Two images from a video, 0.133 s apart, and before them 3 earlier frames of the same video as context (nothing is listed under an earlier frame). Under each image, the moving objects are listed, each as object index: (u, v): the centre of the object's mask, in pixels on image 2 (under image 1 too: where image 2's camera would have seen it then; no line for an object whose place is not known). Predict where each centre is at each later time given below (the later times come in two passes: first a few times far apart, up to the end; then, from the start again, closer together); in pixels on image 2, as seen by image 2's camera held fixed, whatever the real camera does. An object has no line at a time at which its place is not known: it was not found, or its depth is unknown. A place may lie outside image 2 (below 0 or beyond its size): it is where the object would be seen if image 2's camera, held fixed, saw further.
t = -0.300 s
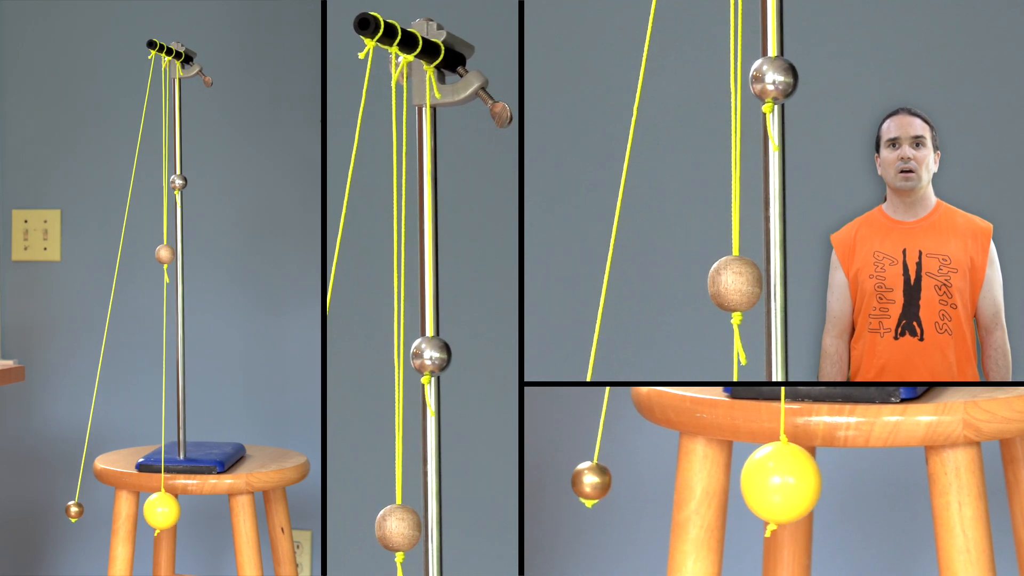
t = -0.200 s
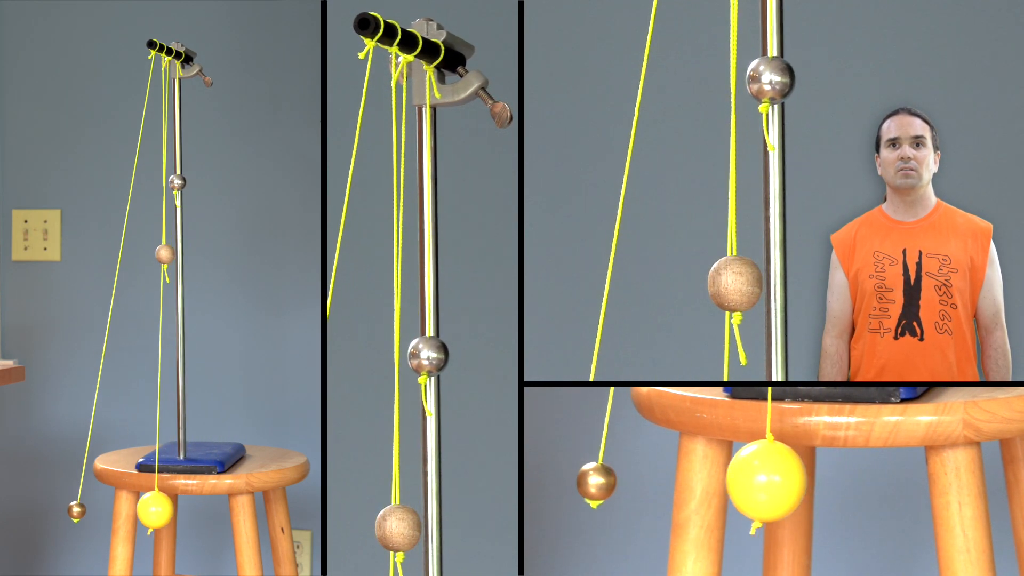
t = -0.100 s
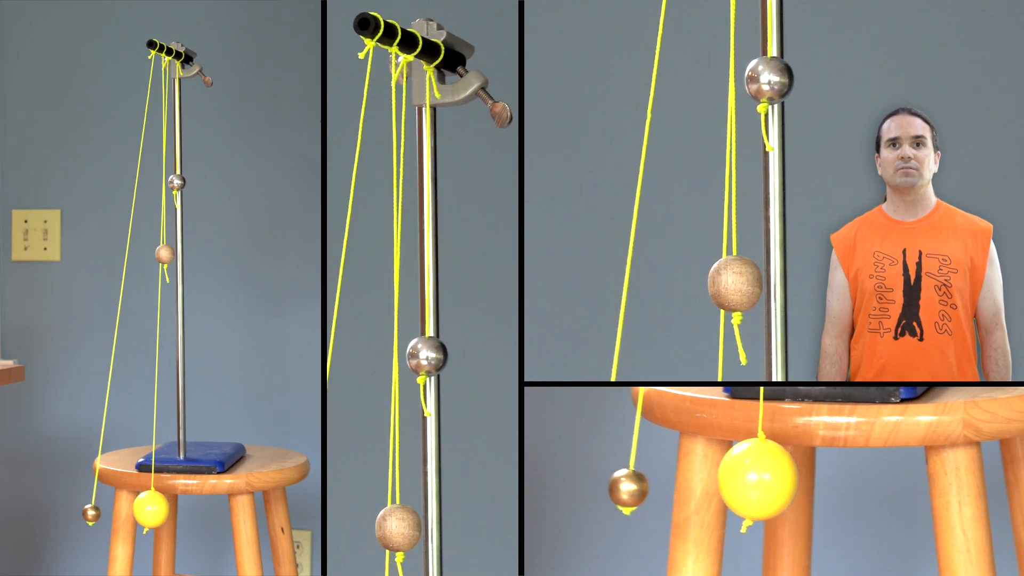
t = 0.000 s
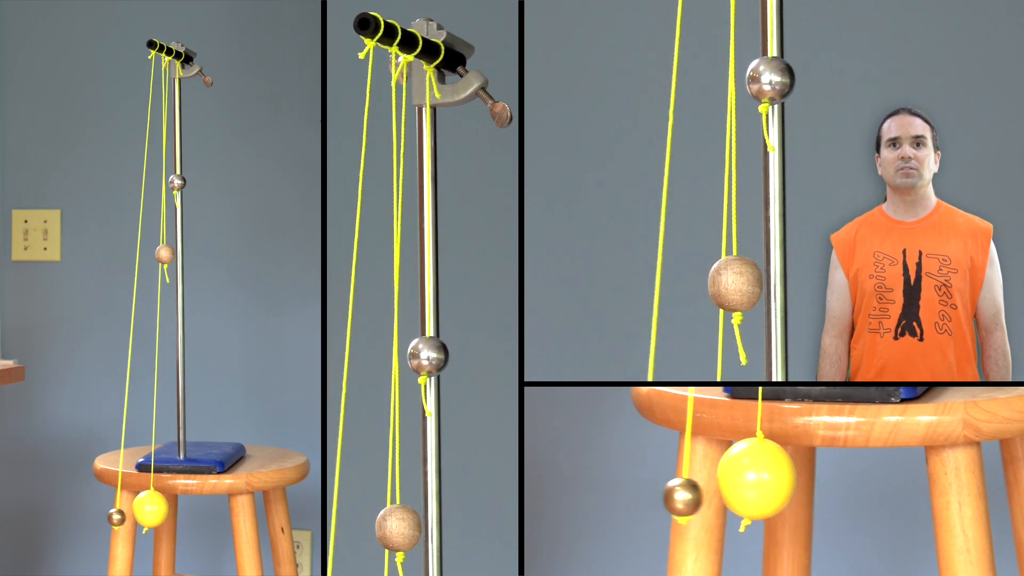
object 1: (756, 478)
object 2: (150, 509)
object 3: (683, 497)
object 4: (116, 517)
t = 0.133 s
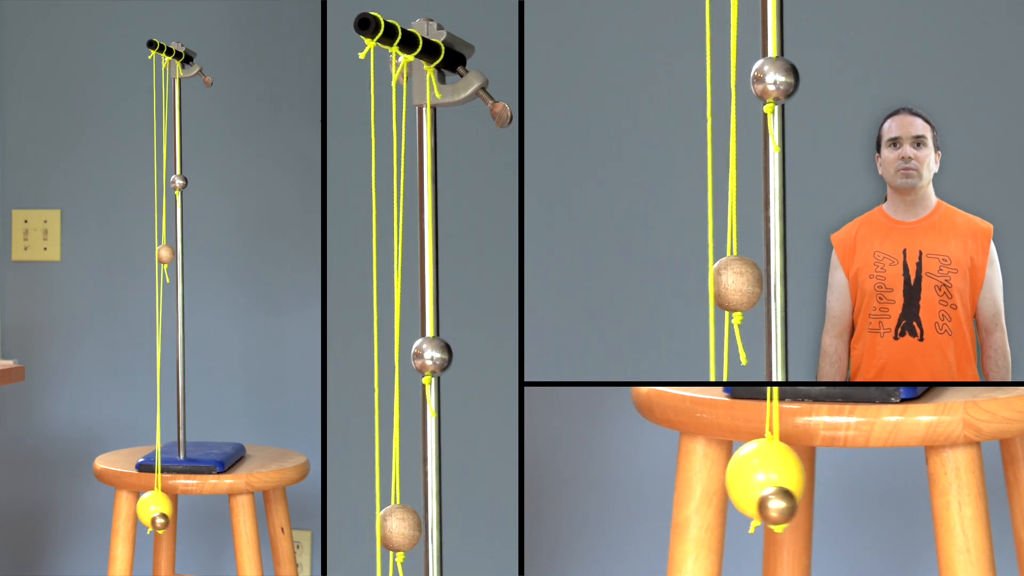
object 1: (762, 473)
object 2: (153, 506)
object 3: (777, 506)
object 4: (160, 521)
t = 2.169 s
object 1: (842, 487)
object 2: (190, 513)
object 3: (953, 498)
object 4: (241, 518)
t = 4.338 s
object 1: (792, 484)
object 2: (167, 511)
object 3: (611, 485)
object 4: (83, 512)
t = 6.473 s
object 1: (773, 480)
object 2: (158, 509)
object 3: (822, 506)
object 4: (180, 522)
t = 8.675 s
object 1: (854, 483)
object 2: (195, 511)
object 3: (831, 509)
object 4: (185, 523)
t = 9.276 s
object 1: (758, 479)
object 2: (151, 509)
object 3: (625, 487)
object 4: (90, 513)
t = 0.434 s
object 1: (816, 485)
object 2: (178, 512)
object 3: (951, 498)
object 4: (240, 518)
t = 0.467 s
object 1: (822, 485)
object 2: (181, 512)
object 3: (959, 497)
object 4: (244, 517)
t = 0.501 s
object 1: (827, 486)
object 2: (183, 512)
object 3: (963, 496)
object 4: (245, 517)
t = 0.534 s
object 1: (832, 486)
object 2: (185, 512)
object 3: (963, 497)
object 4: (246, 517)
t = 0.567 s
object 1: (837, 486)
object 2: (188, 513)
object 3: (961, 497)
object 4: (245, 517)
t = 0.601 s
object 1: (841, 487)
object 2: (189, 513)
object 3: (955, 498)
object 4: (242, 518)
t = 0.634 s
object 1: (845, 487)
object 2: (191, 513)
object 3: (946, 499)
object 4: (238, 518)
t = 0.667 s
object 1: (847, 487)
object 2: (192, 513)
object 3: (933, 501)
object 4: (232, 519)
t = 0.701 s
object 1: (849, 487)
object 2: (193, 513)
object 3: (917, 503)
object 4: (224, 520)
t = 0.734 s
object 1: (849, 487)
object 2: (193, 513)
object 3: (900, 505)
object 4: (217, 521)
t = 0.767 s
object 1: (845, 485)
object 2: (191, 512)
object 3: (880, 507)
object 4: (207, 522)
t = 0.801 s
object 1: (847, 481)
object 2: (192, 510)
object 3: (857, 508)
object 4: (197, 522)
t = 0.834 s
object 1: (852, 482)
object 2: (195, 510)
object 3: (833, 509)
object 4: (186, 523)
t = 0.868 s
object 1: (849, 486)
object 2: (193, 512)
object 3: (808, 509)
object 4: (174, 522)
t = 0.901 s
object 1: (843, 488)
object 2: (190, 513)
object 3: (782, 508)
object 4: (162, 522)
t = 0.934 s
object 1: (839, 488)
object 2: (188, 513)
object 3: (757, 507)
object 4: (151, 522)
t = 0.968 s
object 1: (834, 487)
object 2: (186, 513)
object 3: (733, 505)
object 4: (139, 521)
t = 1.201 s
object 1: (792, 484)
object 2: (167, 511)
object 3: (606, 484)
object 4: (81, 511)
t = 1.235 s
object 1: (786, 483)
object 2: (164, 511)
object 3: (598, 482)
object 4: (77, 511)
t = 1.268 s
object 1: (780, 482)
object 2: (161, 511)
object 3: (594, 481)
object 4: (75, 510)
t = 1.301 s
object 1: (775, 482)
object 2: (159, 510)
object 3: (592, 481)
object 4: (75, 510)
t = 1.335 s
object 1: (770, 481)
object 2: (157, 510)
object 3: (594, 481)
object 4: (75, 510)
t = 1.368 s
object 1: (766, 480)
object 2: (155, 510)
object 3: (598, 482)
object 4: (77, 510)
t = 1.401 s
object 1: (762, 480)
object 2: (153, 509)
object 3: (606, 483)
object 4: (81, 511)
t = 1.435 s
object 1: (759, 479)
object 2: (152, 509)
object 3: (616, 485)
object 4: (86, 512)
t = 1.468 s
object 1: (757, 479)
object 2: (151, 509)
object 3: (630, 488)
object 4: (92, 513)
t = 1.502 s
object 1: (756, 478)
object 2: (150, 509)
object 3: (646, 491)
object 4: (99, 514)
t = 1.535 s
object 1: (755, 478)
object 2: (150, 509)
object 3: (663, 494)
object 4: (107, 516)
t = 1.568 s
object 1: (756, 478)
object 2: (150, 509)
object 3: (683, 497)
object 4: (116, 517)
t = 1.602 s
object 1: (757, 478)
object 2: (151, 509)
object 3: (705, 500)
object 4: (126, 518)
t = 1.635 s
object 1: (762, 476)
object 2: (153, 507)
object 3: (728, 502)
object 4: (137, 520)
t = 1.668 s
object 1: (764, 472)
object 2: (154, 506)
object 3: (752, 504)
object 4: (148, 521)
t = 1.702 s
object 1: (762, 473)
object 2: (153, 506)
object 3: (776, 506)
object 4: (159, 522)
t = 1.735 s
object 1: (763, 478)
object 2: (153, 508)
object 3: (801, 506)
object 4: (171, 522)
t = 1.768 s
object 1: (773, 480)
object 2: (158, 510)
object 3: (825, 506)
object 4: (182, 522)
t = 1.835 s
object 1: (784, 482)
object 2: (163, 510)
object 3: (869, 505)
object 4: (202, 521)
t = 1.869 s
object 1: (790, 482)
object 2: (166, 511)
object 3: (890, 504)
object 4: (212, 520)
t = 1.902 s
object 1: (797, 483)
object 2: (169, 511)
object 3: (908, 503)
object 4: (220, 520)
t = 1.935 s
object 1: (803, 484)
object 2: (172, 511)
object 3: (924, 501)
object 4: (228, 519)
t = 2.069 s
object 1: (827, 486)
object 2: (183, 512)
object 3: (960, 497)
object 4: (244, 517)
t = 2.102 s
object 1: (833, 486)
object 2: (186, 512)
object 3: (961, 497)
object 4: (245, 517)
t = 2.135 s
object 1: (837, 486)
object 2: (188, 512)
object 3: (959, 497)
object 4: (244, 517)
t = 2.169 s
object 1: (842, 487)
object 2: (190, 513)
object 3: (953, 498)
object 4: (241, 518)
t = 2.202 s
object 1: (845, 487)
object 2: (191, 513)
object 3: (944, 500)
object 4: (237, 518)
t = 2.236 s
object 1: (848, 487)
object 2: (192, 513)
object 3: (931, 501)
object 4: (231, 519)
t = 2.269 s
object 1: (850, 487)
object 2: (193, 513)
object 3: (916, 503)
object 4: (224, 520)
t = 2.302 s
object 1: (849, 487)
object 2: (193, 513)
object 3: (899, 505)
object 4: (216, 521)
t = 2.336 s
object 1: (846, 484)
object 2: (192, 511)
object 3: (879, 507)
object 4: (207, 522)
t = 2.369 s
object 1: (848, 480)
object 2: (193, 510)
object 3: (856, 508)
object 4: (197, 523)
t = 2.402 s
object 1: (853, 482)
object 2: (195, 510)
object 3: (833, 509)
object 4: (186, 523)
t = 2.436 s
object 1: (850, 486)
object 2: (193, 512)
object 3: (808, 508)
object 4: (174, 523)
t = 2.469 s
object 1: (843, 488)
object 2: (190, 513)
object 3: (783, 508)
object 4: (163, 522)
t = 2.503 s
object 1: (839, 488)
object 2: (189, 513)
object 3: (757, 507)
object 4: (151, 522)
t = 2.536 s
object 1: (834, 487)
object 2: (186, 513)
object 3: (734, 505)
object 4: (140, 521)
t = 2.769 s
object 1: (792, 484)
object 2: (167, 511)
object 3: (608, 485)
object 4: (82, 512)
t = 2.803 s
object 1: (786, 483)
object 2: (164, 511)
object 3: (601, 483)
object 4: (78, 511)
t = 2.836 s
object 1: (780, 482)
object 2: (161, 511)
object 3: (596, 482)
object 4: (76, 510)
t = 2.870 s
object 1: (775, 482)
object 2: (159, 510)
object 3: (594, 481)
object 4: (76, 510)
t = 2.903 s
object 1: (770, 481)
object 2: (157, 510)
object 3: (596, 481)
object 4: (76, 510)
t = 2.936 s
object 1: (765, 480)
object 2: (154, 510)
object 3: (600, 482)
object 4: (78, 510)
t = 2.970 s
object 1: (762, 480)
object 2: (153, 509)
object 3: (608, 484)
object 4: (82, 511)
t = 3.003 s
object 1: (759, 479)
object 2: (151, 509)
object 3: (618, 486)
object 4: (87, 512)
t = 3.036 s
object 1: (757, 479)
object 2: (150, 509)
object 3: (631, 488)
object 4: (93, 513)
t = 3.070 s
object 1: (755, 478)
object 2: (150, 509)
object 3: (647, 491)
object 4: (100, 515)
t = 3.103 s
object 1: (755, 478)
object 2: (150, 509)
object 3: (664, 494)
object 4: (108, 516)
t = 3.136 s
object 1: (755, 478)
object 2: (150, 509)
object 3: (684, 497)
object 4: (117, 517)
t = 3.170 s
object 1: (757, 478)
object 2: (150, 509)
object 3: (705, 500)
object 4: (127, 519)
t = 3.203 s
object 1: (762, 476)
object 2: (153, 507)
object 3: (728, 502)
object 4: (137, 520)
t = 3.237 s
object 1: (763, 472)
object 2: (153, 506)
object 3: (752, 504)
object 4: (148, 521)
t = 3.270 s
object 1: (762, 473)
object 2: (153, 506)
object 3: (776, 506)
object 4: (159, 521)
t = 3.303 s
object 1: (763, 478)
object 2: (153, 508)
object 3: (800, 506)
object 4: (170, 522)
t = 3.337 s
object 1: (773, 480)
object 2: (158, 509)
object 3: (824, 506)
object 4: (182, 521)
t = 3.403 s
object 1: (785, 482)
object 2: (163, 510)
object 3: (868, 505)
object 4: (202, 521)
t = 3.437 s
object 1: (791, 482)
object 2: (166, 511)
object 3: (888, 504)
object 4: (211, 520)
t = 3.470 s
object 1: (797, 483)
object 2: (169, 511)
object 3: (906, 503)
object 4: (219, 520)
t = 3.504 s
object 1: (803, 484)
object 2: (172, 511)
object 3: (922, 501)
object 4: (227, 519)
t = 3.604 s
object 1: (822, 485)
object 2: (181, 512)
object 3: (954, 498)
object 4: (241, 518)
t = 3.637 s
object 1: (828, 486)
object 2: (183, 512)
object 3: (958, 497)
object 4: (243, 517)
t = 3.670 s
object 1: (833, 486)
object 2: (186, 512)
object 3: (959, 497)
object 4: (244, 517)
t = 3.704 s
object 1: (838, 486)
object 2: (188, 512)
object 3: (957, 498)
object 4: (243, 518)
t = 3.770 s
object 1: (845, 487)
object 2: (191, 513)
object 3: (942, 500)
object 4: (236, 519)
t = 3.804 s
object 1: (848, 487)
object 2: (193, 513)
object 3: (930, 502)
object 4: (230, 519)
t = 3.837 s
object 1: (850, 487)
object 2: (193, 513)
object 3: (914, 503)
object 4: (223, 520)
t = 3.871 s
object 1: (849, 487)
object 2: (193, 513)
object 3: (898, 505)
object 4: (215, 521)
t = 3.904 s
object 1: (846, 484)
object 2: (192, 511)
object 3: (878, 507)
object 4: (206, 522)
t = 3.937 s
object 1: (849, 481)
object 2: (193, 510)
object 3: (856, 508)
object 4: (196, 522)
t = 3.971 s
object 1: (853, 482)
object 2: (195, 511)
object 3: (833, 509)
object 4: (186, 523)
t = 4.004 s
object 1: (850, 486)
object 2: (194, 512)
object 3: (808, 509)
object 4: (174, 523)
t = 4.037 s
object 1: (843, 488)
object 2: (190, 513)
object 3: (783, 508)
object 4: (163, 522)
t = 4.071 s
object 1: (839, 488)
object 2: (189, 513)
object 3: (758, 507)
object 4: (151, 522)
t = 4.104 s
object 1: (834, 487)
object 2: (186, 513)
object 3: (735, 505)
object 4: (140, 521)
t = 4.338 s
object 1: (792, 484)
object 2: (167, 511)
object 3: (611, 485)
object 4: (83, 512)
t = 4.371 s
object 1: (786, 483)
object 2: (164, 511)
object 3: (603, 483)
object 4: (80, 511)
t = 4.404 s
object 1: (780, 482)
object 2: (161, 511)
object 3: (598, 482)
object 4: (77, 510)
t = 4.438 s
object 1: (775, 482)
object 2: (159, 510)
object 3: (597, 481)
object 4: (77, 510)
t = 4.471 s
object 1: (770, 481)
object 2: (156, 510)
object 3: (598, 482)
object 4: (77, 510)
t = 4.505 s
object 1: (765, 480)
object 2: (154, 510)
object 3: (602, 483)
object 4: (79, 511)
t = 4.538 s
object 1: (761, 480)
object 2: (153, 509)
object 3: (610, 484)
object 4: (83, 511)
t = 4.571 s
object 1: (759, 479)
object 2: (151, 509)
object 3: (620, 486)
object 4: (87, 512)
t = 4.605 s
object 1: (756, 479)
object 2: (150, 509)
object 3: (633, 489)
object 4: (93, 513)
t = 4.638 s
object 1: (755, 478)
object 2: (150, 509)
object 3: (648, 491)
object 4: (100, 515)
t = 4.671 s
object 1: (755, 478)
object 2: (150, 509)
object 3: (665, 494)
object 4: (108, 516)
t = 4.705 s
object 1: (755, 478)
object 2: (150, 509)
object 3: (685, 497)
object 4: (117, 517)
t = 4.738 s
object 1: (757, 478)
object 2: (150, 509)
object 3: (706, 500)
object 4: (127, 519)
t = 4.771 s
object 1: (762, 476)
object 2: (153, 507)
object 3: (728, 502)
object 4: (137, 520)
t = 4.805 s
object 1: (763, 472)
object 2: (153, 506)
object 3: (752, 504)
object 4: (148, 521)
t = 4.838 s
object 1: (762, 473)
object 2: (153, 506)
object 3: (775, 506)
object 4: (159, 521)
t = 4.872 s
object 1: (764, 478)
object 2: (155, 508)
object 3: (799, 507)
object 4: (170, 522)
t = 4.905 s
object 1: (773, 480)
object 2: (158, 509)
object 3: (823, 507)
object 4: (181, 521)
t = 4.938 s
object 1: (779, 481)
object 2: (161, 510)
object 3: (845, 506)
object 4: (191, 521)
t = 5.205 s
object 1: (828, 486)
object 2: (184, 512)
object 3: (955, 498)
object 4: (242, 518)
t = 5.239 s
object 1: (833, 486)
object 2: (186, 512)
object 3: (956, 498)
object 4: (243, 518)
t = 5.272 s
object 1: (838, 487)
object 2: (188, 512)
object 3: (954, 498)
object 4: (242, 518)
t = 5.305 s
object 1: (842, 487)
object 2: (190, 513)
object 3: (948, 499)
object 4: (239, 518)
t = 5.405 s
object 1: (850, 487)
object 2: (194, 513)
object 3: (913, 504)
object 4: (222, 520)
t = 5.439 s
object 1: (849, 487)
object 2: (193, 513)
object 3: (896, 506)
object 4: (215, 521)
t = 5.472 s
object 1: (846, 484)
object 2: (192, 511)
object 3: (877, 507)
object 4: (206, 522)
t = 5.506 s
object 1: (849, 480)
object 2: (193, 510)
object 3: (855, 508)
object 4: (196, 522)
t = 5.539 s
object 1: (853, 482)
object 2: (195, 511)
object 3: (832, 509)
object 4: (185, 523)
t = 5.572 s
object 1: (850, 486)
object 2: (193, 512)
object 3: (808, 509)
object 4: (174, 523)
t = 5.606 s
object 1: (843, 488)
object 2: (190, 513)
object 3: (783, 508)
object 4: (163, 522)
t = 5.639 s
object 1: (839, 488)
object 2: (189, 513)
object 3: (759, 507)
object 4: (152, 522)
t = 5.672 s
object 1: (835, 488)
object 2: (186, 513)
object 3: (736, 505)
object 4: (141, 521)
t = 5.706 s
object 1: (829, 487)
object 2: (184, 513)
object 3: (713, 503)
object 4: (130, 520)
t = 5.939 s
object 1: (785, 483)
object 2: (164, 511)
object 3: (605, 484)
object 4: (80, 511)
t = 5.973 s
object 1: (780, 482)
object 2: (161, 511)
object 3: (600, 483)
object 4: (78, 511)
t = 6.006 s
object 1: (774, 481)
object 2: (159, 510)
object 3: (599, 482)
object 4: (78, 510)
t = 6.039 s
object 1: (769, 481)
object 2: (156, 510)
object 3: (600, 482)
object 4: (78, 510)
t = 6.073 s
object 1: (765, 480)
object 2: (154, 510)
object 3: (604, 483)
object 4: (80, 511)
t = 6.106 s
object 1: (761, 480)
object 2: (153, 509)
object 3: (612, 484)
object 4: (84, 511)
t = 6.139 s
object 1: (758, 479)
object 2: (151, 509)
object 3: (622, 486)
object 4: (88, 512)
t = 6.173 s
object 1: (756, 479)
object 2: (150, 509)
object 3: (635, 489)
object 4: (94, 513)
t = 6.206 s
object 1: (755, 478)
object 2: (150, 509)
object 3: (650, 491)
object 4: (101, 515)
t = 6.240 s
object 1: (755, 478)
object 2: (150, 509)
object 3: (666, 494)
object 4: (109, 516)
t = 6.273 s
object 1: (755, 478)
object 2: (150, 509)
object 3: (686, 497)
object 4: (118, 517)
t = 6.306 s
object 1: (757, 478)
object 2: (151, 508)
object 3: (707, 500)
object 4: (127, 519)
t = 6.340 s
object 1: (762, 475)
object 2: (153, 507)
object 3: (729, 502)
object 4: (138, 520)
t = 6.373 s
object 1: (763, 472)
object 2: (153, 506)
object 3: (752, 504)
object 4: (148, 521)
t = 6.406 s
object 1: (762, 473)
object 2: (153, 506)
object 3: (775, 505)
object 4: (159, 521)
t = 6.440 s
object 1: (764, 478)
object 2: (154, 508)
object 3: (799, 506)
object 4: (170, 522)
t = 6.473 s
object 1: (773, 480)
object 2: (158, 509)
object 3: (822, 506)
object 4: (180, 522)
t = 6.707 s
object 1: (817, 485)
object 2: (178, 512)
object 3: (942, 499)
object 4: (236, 518)
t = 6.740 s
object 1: (823, 485)
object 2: (181, 512)
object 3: (949, 498)
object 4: (239, 518)
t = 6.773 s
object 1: (828, 486)
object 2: (184, 512)
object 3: (953, 498)
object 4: (241, 518)
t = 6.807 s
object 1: (834, 486)
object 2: (186, 512)
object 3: (954, 498)
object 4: (241, 518)
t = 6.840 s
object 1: (839, 487)
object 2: (188, 513)
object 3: (952, 499)
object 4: (240, 518)
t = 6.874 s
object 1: (843, 487)
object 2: (190, 513)
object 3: (946, 499)
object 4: (238, 518)
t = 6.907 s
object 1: (846, 487)
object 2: (192, 513)
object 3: (937, 501)
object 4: (234, 519)
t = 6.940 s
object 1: (849, 487)
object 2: (193, 513)
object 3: (926, 502)
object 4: (229, 520)
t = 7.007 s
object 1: (849, 487)
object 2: (193, 513)
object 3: (895, 506)
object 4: (214, 521)
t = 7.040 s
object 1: (847, 484)
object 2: (192, 511)
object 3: (876, 507)
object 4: (206, 522)
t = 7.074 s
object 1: (850, 481)
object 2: (193, 510)
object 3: (854, 508)
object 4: (196, 523)
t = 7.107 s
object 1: (854, 482)
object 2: (195, 510)
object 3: (832, 509)
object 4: (185, 523)
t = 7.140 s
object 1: (850, 486)
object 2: (193, 512)
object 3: (808, 509)
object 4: (174, 523)
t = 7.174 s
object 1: (843, 488)
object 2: (191, 513)
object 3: (784, 508)
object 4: (163, 522)
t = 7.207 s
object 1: (839, 488)
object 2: (189, 513)
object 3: (759, 507)
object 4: (152, 522)
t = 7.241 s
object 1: (835, 487)
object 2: (186, 513)
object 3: (736, 505)
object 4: (141, 521)
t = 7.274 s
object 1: (829, 487)
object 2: (184, 513)
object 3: (714, 503)
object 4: (131, 520)
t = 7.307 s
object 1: (824, 487)
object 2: (181, 513)
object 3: (692, 500)
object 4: (121, 519)
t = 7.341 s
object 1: (818, 486)
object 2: (179, 512)
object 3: (672, 497)
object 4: (111, 518)
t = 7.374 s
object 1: (811, 486)
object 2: (176, 512)
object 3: (654, 494)
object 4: (103, 516)
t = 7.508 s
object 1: (785, 483)
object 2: (164, 511)
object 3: (607, 484)
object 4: (81, 512)
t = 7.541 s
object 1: (779, 482)
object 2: (161, 510)
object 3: (602, 483)
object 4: (79, 511)
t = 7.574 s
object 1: (774, 481)
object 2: (158, 510)
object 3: (601, 482)
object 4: (79, 511)
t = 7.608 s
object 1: (769, 481)
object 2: (156, 510)
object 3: (602, 483)
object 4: (79, 511)
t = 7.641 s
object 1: (764, 480)
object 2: (154, 510)
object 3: (606, 483)
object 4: (81, 511)
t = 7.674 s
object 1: (761, 480)
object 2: (152, 509)
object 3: (614, 485)
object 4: (84, 512)
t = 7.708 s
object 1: (758, 479)
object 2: (151, 509)
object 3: (624, 487)
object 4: (89, 513)
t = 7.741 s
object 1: (756, 479)
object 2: (150, 509)
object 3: (636, 489)
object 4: (95, 514)
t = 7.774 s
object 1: (755, 478)
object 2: (150, 509)
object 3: (651, 492)
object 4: (102, 515)
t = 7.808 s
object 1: (754, 478)
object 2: (150, 508)
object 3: (668, 494)
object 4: (109, 516)
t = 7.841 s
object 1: (755, 478)
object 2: (150, 508)
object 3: (686, 497)
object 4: (118, 517)
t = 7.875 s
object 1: (757, 478)
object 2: (151, 508)
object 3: (707, 500)
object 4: (128, 518)
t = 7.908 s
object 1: (761, 475)
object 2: (153, 507)
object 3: (729, 502)
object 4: (138, 520)
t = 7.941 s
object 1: (763, 472)
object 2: (153, 506)
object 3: (752, 504)
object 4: (148, 521)
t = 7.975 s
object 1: (761, 473)
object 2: (153, 506)
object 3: (775, 506)
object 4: (159, 521)
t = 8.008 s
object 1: (766, 477)
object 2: (153, 508)
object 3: (798, 506)
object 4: (170, 522)
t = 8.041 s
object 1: (773, 480)
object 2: (158, 509)
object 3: (821, 507)
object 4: (180, 521)
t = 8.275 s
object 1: (817, 485)
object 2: (178, 512)
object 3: (939, 500)
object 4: (235, 518)
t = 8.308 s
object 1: (823, 485)
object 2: (181, 512)
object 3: (947, 499)
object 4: (238, 518)
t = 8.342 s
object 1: (829, 486)
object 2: (184, 512)
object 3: (951, 498)
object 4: (240, 518)
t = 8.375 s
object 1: (834, 486)
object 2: (186, 512)
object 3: (952, 498)
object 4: (240, 518)
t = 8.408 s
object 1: (839, 487)
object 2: (188, 512)
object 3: (949, 499)
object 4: (239, 518)
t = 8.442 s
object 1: (843, 487)
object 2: (190, 513)
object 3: (944, 500)
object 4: (237, 518)
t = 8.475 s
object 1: (847, 487)
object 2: (192, 513)
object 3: (935, 501)
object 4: (233, 519)
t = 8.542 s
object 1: (851, 487)
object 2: (194, 513)
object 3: (910, 504)
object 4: (221, 520)
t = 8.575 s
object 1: (848, 487)
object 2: (193, 512)
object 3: (893, 506)
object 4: (213, 521)
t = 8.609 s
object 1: (847, 483)
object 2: (192, 511)
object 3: (875, 507)
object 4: (205, 522)
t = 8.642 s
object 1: (850, 480)
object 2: (194, 510)
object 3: (853, 508)
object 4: (195, 523)
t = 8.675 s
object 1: (854, 483)
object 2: (195, 511)
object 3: (831, 509)
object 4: (185, 523)
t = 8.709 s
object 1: (850, 486)
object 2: (193, 512)
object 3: (807, 509)
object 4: (174, 523)
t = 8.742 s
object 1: (844, 488)
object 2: (191, 513)
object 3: (784, 508)
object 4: (163, 522)
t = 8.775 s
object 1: (839, 488)
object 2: (189, 513)
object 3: (760, 507)
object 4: (152, 522)
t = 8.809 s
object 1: (835, 488)
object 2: (186, 513)
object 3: (737, 505)
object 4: (141, 521)
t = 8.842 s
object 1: (829, 487)
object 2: (184, 513)
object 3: (715, 503)
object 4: (131, 520)
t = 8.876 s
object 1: (823, 487)
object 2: (181, 513)
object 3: (693, 500)
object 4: (121, 519)
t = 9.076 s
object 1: (785, 483)
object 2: (164, 511)
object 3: (609, 485)
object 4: (82, 512)
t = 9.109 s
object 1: (779, 482)
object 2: (161, 511)
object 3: (605, 483)
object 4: (80, 511)
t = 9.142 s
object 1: (774, 481)
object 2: (158, 510)
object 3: (603, 483)
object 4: (80, 511)
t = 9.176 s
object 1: (768, 481)
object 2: (156, 510)
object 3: (604, 483)
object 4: (80, 511)
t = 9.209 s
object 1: (764, 480)
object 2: (154, 509)
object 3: (608, 484)
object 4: (82, 511)
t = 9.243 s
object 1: (760, 479)
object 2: (152, 509)
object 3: (616, 485)
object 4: (85, 512)
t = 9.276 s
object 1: (758, 479)
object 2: (151, 509)
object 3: (625, 487)
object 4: (90, 513)
